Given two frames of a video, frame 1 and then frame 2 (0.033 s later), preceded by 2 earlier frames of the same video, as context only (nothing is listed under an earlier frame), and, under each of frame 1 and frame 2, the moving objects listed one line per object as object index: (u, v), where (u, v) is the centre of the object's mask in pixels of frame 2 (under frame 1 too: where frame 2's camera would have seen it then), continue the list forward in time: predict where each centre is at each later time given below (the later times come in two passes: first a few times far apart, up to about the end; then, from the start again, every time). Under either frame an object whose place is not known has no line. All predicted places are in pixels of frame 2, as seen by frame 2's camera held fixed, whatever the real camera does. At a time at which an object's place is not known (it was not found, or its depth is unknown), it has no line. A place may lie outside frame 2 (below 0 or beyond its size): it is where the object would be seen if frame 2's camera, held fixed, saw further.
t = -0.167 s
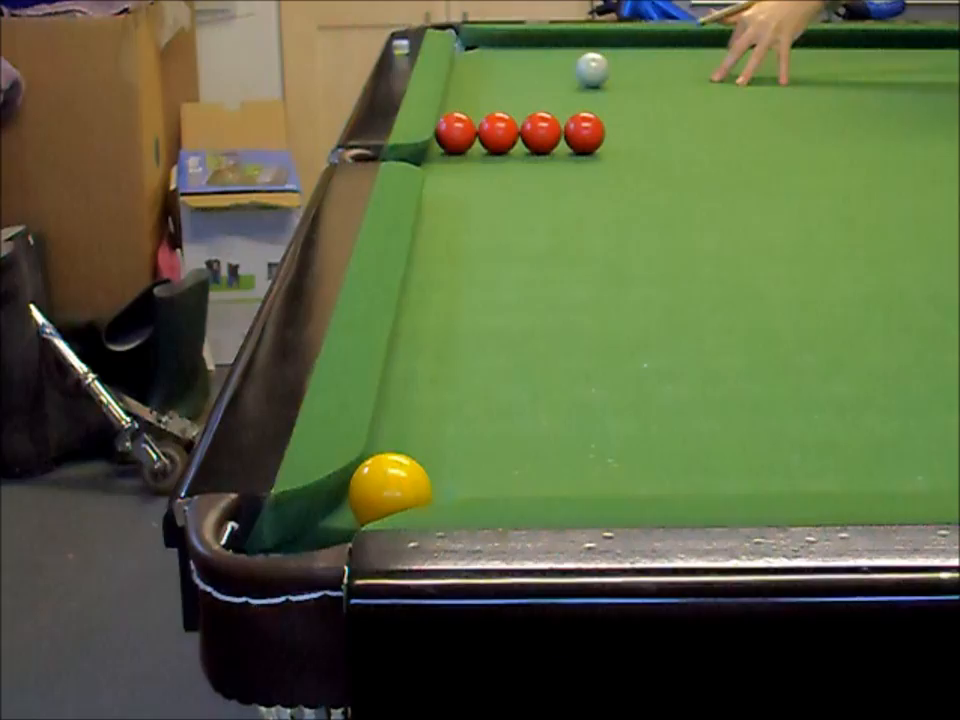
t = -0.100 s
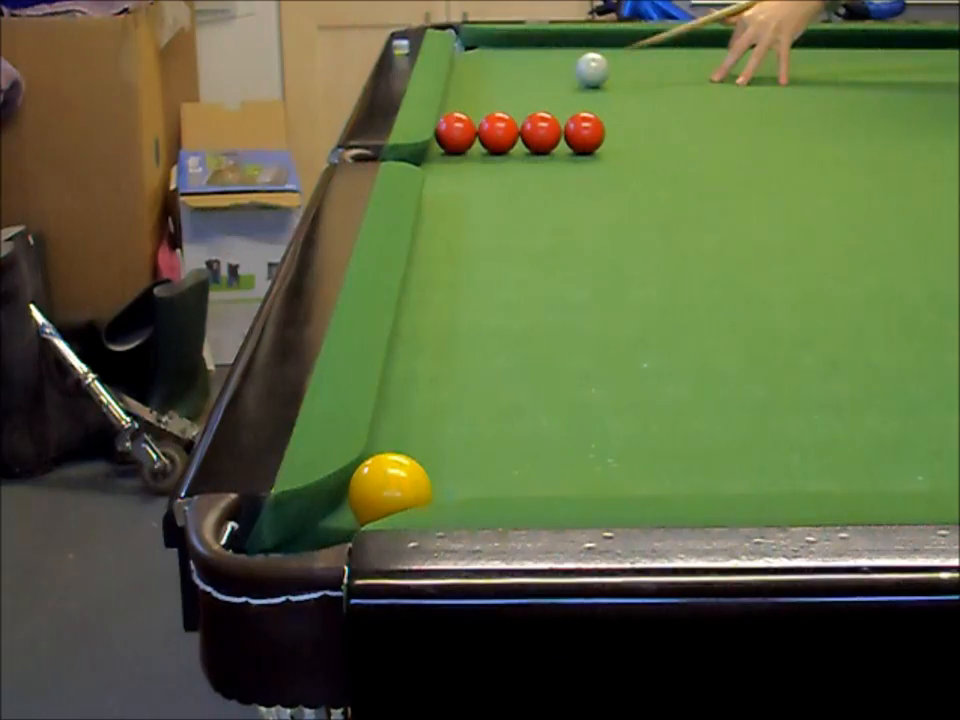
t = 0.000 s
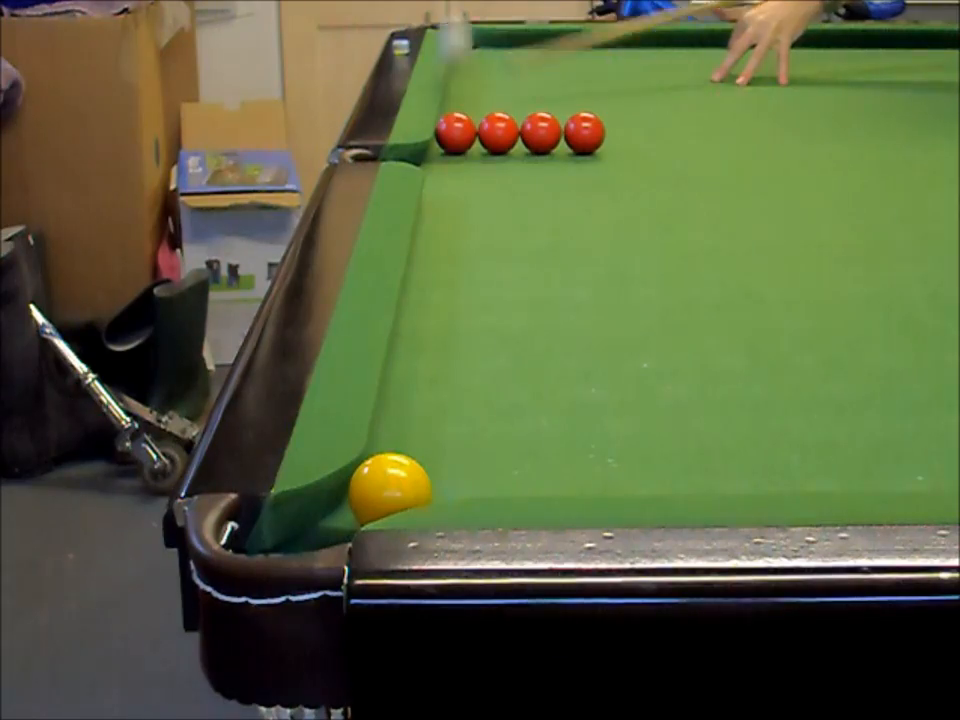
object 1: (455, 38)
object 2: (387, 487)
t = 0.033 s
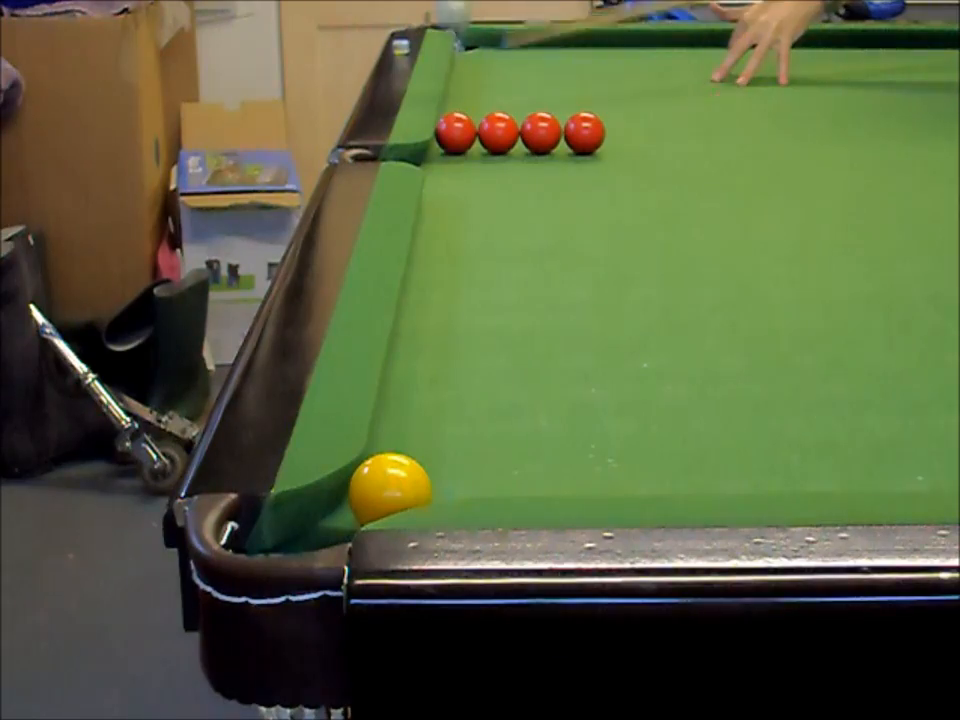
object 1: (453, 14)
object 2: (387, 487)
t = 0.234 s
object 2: (387, 487)
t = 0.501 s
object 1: (482, 195)
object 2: (387, 487)
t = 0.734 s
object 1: (505, 361)
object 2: (387, 487)
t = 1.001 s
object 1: (479, 474)
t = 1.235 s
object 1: (519, 449)
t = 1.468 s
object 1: (545, 422)
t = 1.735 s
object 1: (562, 398)
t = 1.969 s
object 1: (567, 383)
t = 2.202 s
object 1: (570, 373)
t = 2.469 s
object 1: (569, 369)
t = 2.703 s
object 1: (568, 369)
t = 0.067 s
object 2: (387, 487)
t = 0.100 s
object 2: (387, 487)
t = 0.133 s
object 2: (387, 487)
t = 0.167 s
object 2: (387, 487)
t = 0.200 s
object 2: (387, 487)
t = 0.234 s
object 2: (387, 487)
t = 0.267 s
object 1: (446, 14)
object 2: (387, 487)
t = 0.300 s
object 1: (448, 42)
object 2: (387, 487)
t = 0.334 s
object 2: (387, 487)
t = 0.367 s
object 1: (446, 179)
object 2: (387, 487)
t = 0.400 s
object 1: (450, 175)
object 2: (387, 487)
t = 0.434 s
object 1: (460, 171)
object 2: (387, 487)
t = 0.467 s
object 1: (470, 177)
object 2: (387, 487)
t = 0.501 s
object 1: (482, 195)
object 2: (387, 487)
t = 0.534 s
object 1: (494, 229)
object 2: (387, 487)
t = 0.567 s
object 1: (504, 260)
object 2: (387, 487)
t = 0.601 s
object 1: (510, 275)
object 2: (387, 487)
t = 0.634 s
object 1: (514, 298)
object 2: (387, 487)
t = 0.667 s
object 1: (515, 318)
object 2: (387, 487)
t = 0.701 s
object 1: (512, 339)
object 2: (387, 487)
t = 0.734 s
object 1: (505, 361)
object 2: (387, 487)
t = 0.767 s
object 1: (490, 386)
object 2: (387, 487)
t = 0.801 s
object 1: (473, 413)
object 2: (387, 487)
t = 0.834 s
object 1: (452, 442)
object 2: (387, 487)
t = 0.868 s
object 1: (442, 461)
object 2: (371, 494)
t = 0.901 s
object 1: (449, 468)
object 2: (325, 520)
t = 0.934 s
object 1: (460, 471)
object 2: (279, 539)
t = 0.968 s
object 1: (469, 476)
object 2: (271, 540)
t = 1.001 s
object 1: (479, 474)
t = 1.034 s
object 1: (487, 470)
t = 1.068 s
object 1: (493, 467)
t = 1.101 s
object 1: (499, 464)
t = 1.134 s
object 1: (504, 460)
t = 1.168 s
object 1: (509, 457)
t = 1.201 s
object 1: (515, 453)
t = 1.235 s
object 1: (519, 449)
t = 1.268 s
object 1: (524, 444)
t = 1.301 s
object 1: (528, 440)
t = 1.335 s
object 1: (531, 437)
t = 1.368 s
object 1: (535, 432)
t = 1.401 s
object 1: (538, 429)
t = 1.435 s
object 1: (542, 425)
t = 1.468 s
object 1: (545, 422)
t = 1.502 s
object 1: (547, 418)
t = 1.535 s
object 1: (550, 415)
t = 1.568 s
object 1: (553, 412)
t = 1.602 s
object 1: (555, 409)
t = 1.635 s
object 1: (557, 406)
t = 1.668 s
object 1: (559, 403)
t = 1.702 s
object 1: (561, 400)
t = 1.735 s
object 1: (562, 398)
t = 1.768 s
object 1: (564, 395)
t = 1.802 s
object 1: (564, 393)
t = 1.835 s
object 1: (565, 390)
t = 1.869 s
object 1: (566, 388)
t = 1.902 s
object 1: (566, 386)
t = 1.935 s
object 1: (567, 384)
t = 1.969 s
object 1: (567, 383)
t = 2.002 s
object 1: (568, 381)
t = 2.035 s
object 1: (568, 379)
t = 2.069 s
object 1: (569, 378)
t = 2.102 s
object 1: (569, 376)
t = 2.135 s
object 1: (569, 375)
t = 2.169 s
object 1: (570, 374)
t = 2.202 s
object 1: (570, 373)
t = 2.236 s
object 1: (570, 372)
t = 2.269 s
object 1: (570, 372)
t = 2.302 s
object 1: (570, 371)
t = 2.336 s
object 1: (570, 370)
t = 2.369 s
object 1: (570, 370)
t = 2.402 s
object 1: (570, 370)
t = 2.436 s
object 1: (570, 369)
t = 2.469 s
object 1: (569, 369)
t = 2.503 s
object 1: (569, 369)
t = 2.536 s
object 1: (568, 369)
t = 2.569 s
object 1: (568, 369)
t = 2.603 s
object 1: (568, 369)
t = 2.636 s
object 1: (568, 369)
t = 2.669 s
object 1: (569, 369)
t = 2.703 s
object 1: (568, 369)
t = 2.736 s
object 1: (569, 369)
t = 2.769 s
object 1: (569, 369)
